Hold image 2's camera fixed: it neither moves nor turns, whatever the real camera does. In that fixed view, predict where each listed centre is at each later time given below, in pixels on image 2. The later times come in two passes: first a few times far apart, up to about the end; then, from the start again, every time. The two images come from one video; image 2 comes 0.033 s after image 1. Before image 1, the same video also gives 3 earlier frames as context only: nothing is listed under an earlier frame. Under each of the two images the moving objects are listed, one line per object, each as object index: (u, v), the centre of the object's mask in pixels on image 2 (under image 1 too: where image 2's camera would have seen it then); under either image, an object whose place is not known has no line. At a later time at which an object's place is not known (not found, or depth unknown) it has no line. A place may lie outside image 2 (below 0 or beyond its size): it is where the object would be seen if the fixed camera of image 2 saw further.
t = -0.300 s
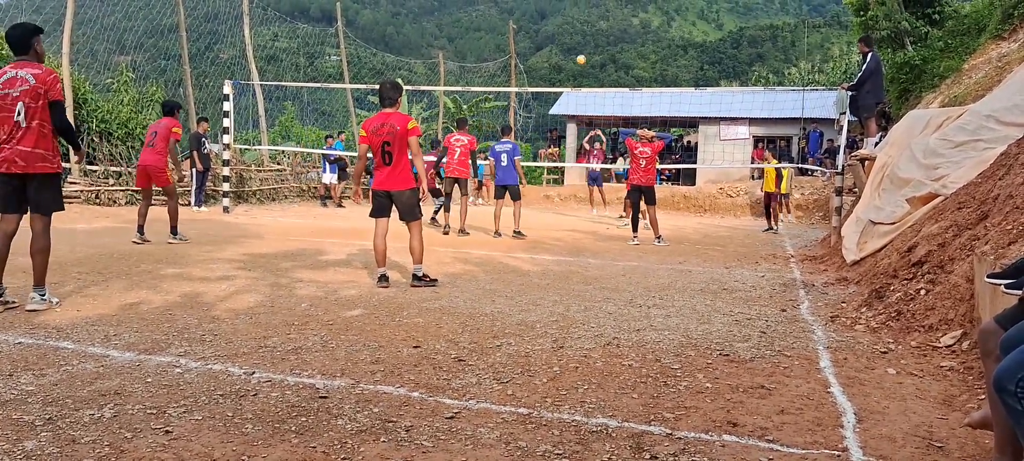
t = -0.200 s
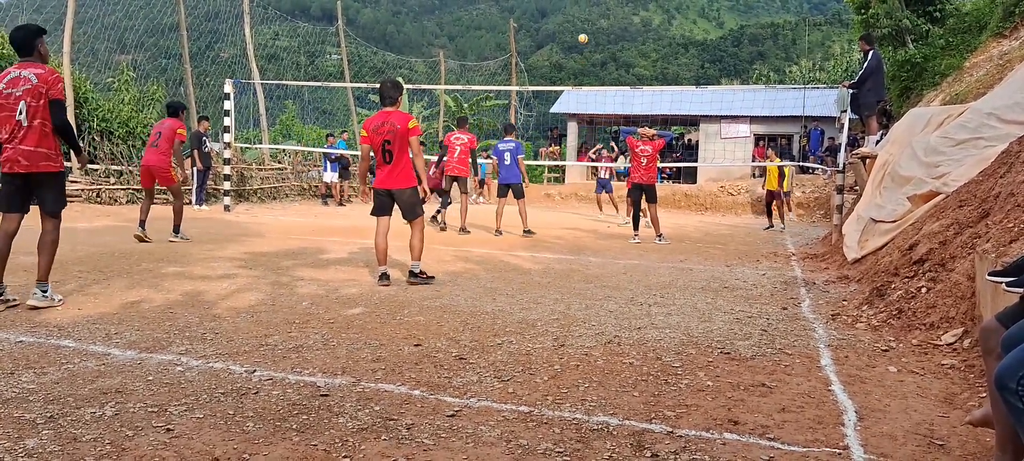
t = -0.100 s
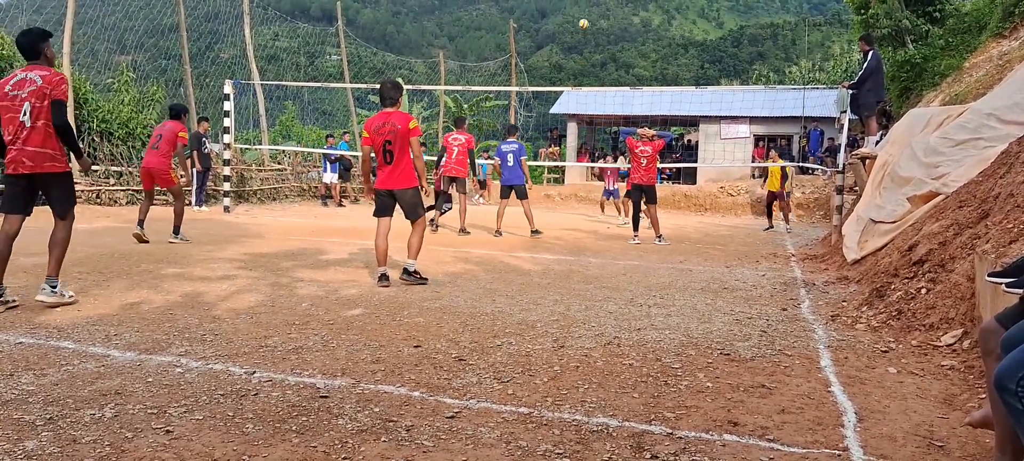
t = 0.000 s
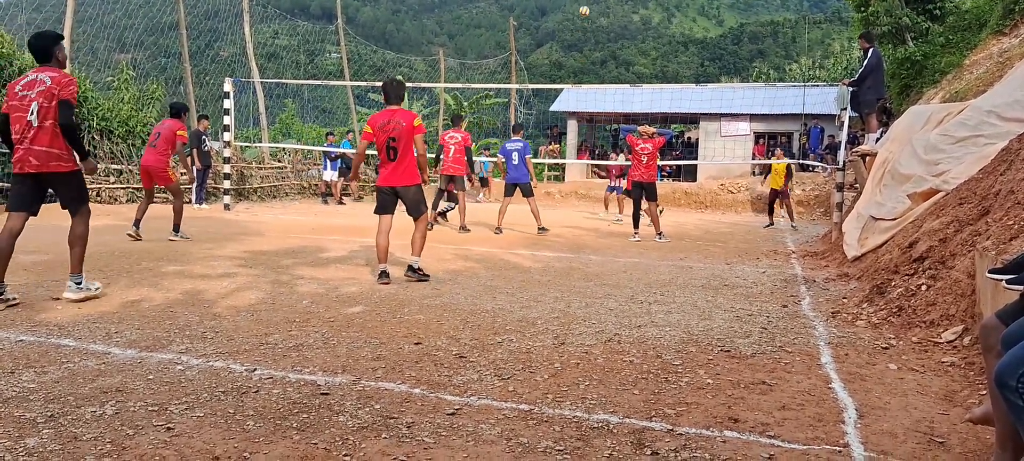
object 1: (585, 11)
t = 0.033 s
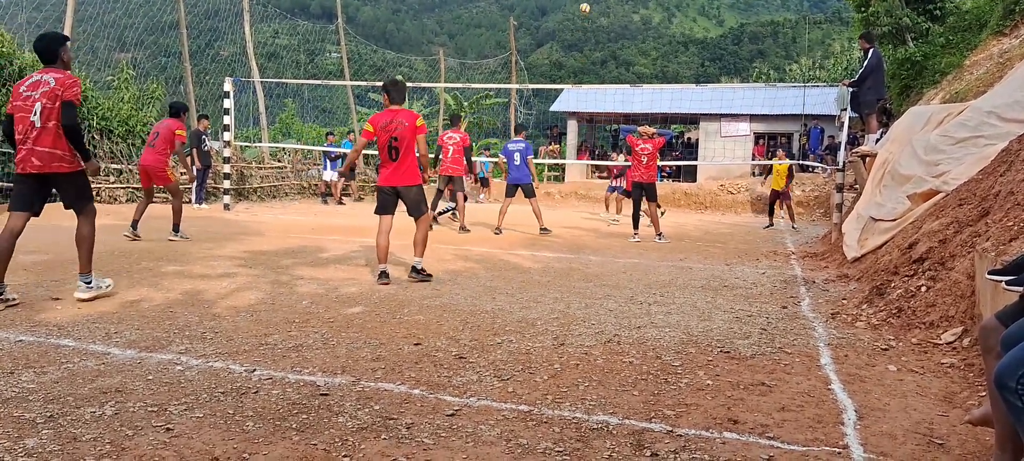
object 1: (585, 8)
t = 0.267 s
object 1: (585, 4)
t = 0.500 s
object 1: (584, 27)
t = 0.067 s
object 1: (585, 6)
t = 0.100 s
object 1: (585, 5)
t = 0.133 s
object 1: (585, 3)
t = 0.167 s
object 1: (585, 3)
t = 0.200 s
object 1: (585, 3)
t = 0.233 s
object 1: (585, 3)
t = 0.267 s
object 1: (585, 4)
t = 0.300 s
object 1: (585, 6)
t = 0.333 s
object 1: (585, 8)
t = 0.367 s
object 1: (585, 10)
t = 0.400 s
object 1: (585, 14)
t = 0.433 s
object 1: (584, 18)
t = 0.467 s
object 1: (584, 22)
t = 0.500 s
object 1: (584, 27)
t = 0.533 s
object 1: (584, 32)
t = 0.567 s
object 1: (584, 38)
